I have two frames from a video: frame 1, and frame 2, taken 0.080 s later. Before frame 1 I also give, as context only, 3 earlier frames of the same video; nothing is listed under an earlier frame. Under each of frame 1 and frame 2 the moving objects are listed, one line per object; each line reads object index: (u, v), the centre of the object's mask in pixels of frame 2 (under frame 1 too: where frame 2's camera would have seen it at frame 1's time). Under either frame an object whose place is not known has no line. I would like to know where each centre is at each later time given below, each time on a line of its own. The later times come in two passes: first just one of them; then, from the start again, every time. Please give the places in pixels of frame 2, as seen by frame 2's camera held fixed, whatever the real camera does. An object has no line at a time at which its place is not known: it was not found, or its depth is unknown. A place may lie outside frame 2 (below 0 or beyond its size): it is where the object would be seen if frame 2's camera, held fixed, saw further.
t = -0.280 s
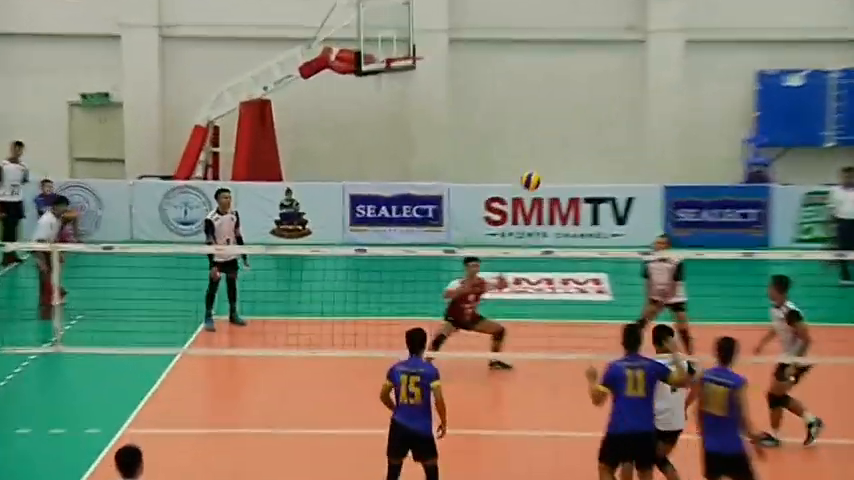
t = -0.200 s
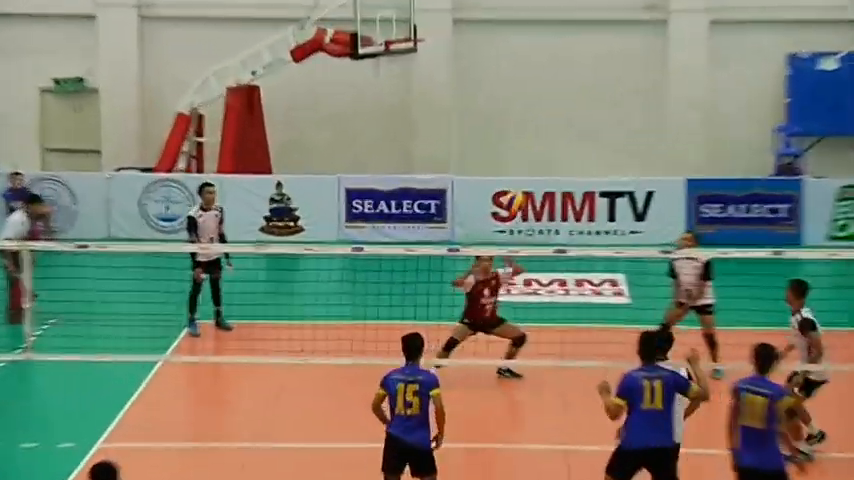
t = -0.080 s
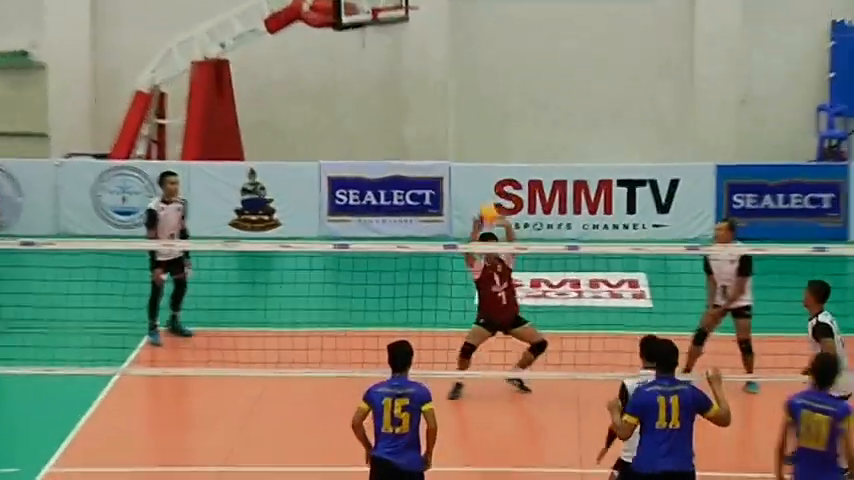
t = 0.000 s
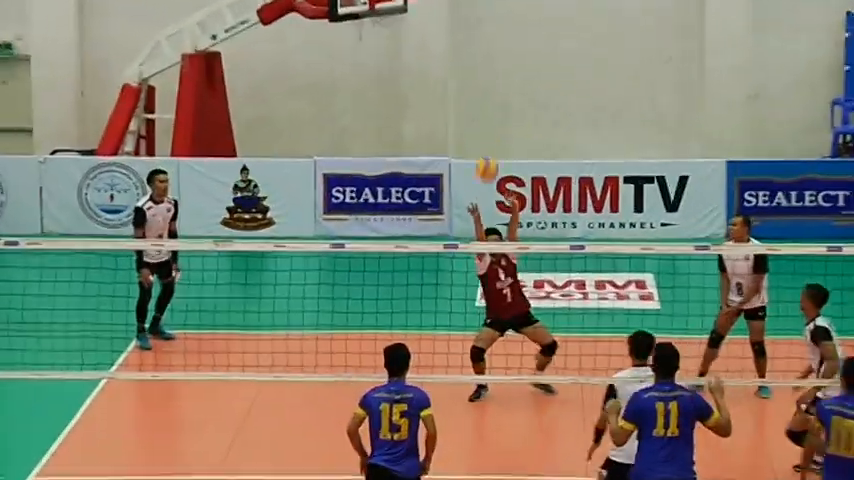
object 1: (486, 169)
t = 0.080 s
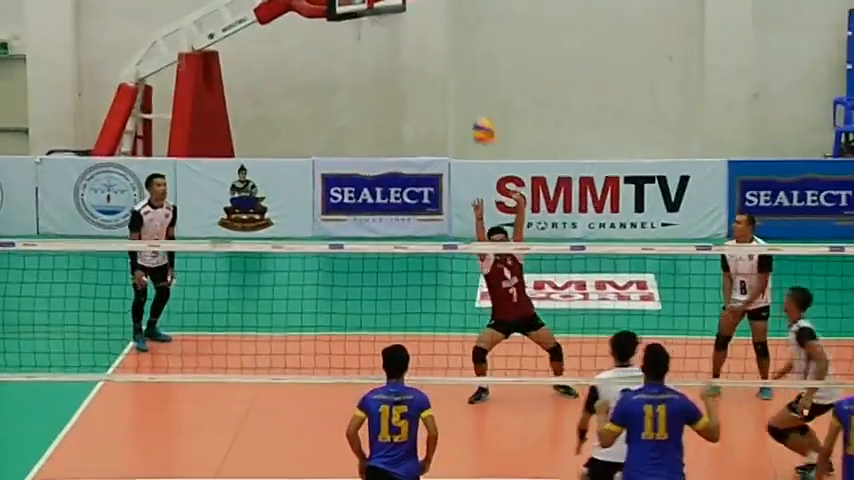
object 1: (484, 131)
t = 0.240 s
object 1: (478, 74)
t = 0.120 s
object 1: (482, 115)
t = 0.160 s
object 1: (481, 100)
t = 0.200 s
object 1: (479, 86)
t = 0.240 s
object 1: (478, 74)
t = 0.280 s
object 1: (476, 64)
